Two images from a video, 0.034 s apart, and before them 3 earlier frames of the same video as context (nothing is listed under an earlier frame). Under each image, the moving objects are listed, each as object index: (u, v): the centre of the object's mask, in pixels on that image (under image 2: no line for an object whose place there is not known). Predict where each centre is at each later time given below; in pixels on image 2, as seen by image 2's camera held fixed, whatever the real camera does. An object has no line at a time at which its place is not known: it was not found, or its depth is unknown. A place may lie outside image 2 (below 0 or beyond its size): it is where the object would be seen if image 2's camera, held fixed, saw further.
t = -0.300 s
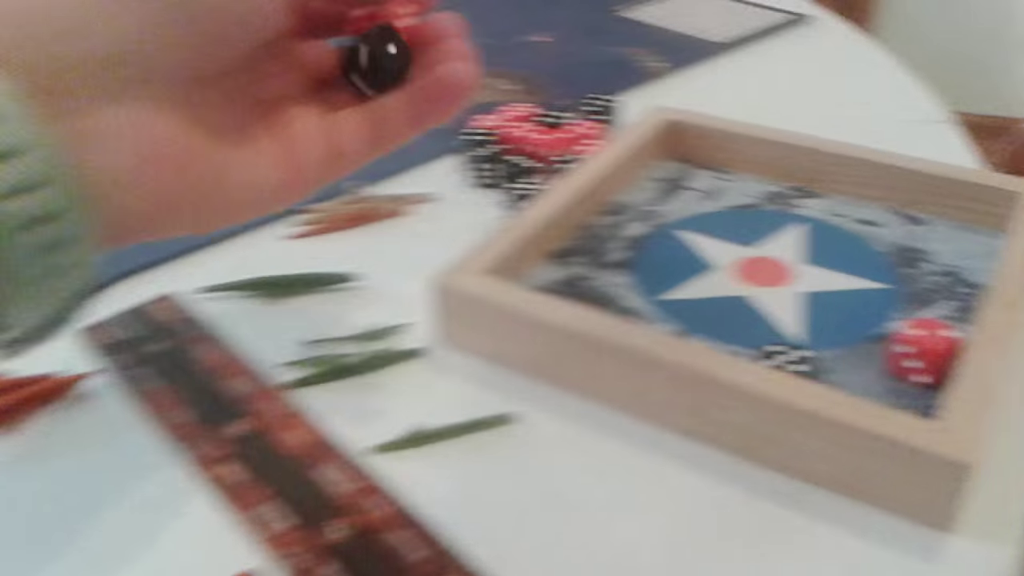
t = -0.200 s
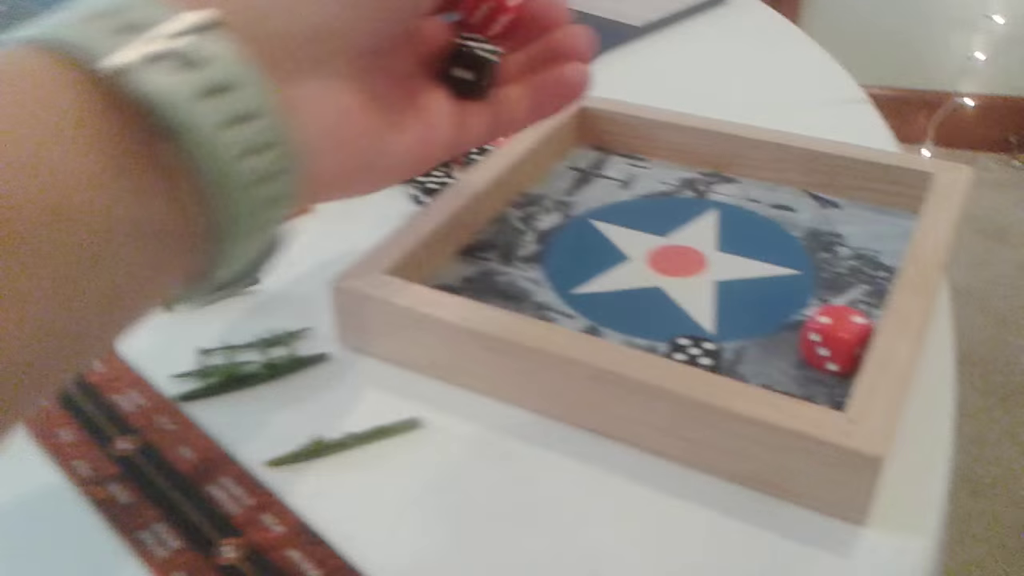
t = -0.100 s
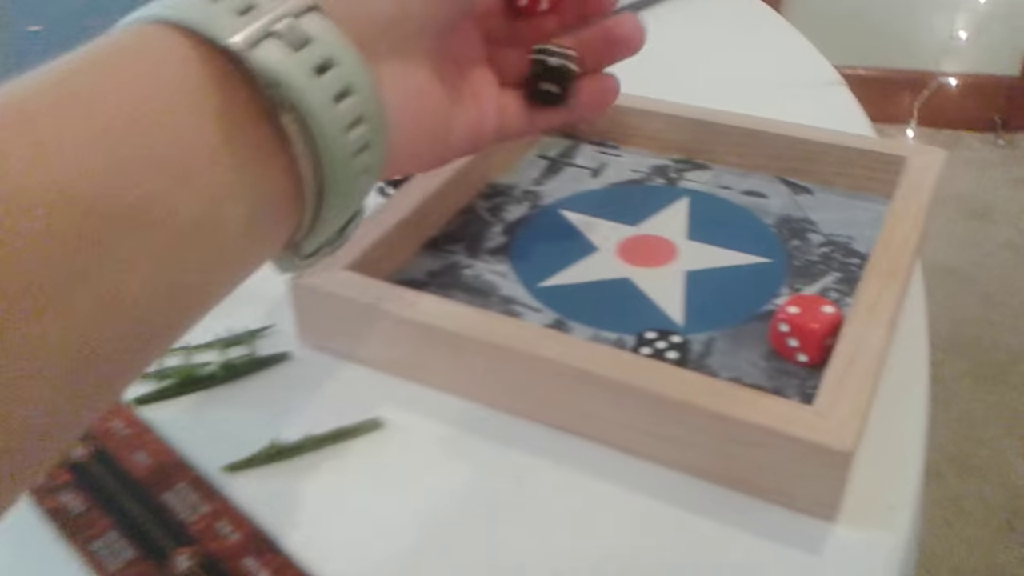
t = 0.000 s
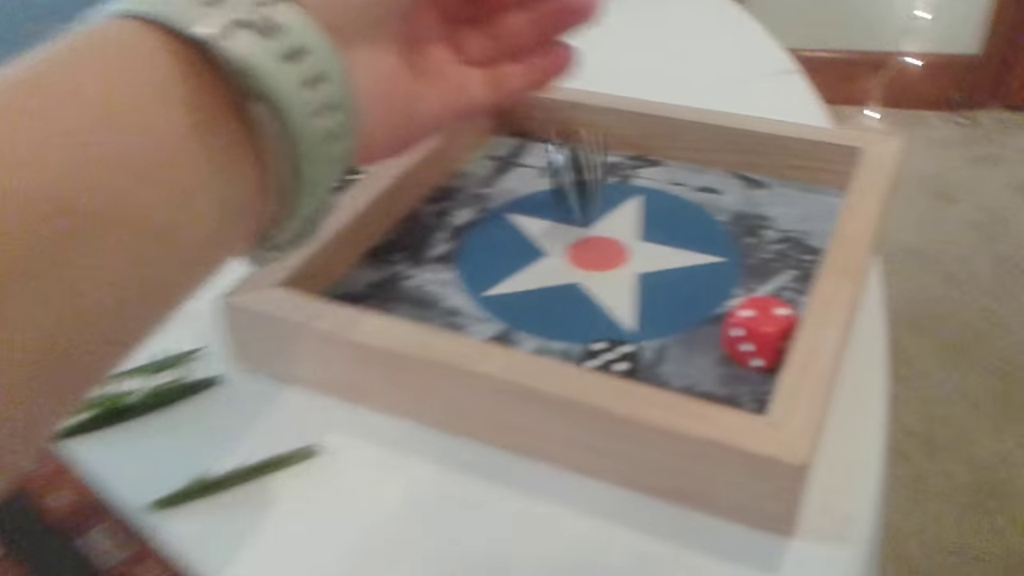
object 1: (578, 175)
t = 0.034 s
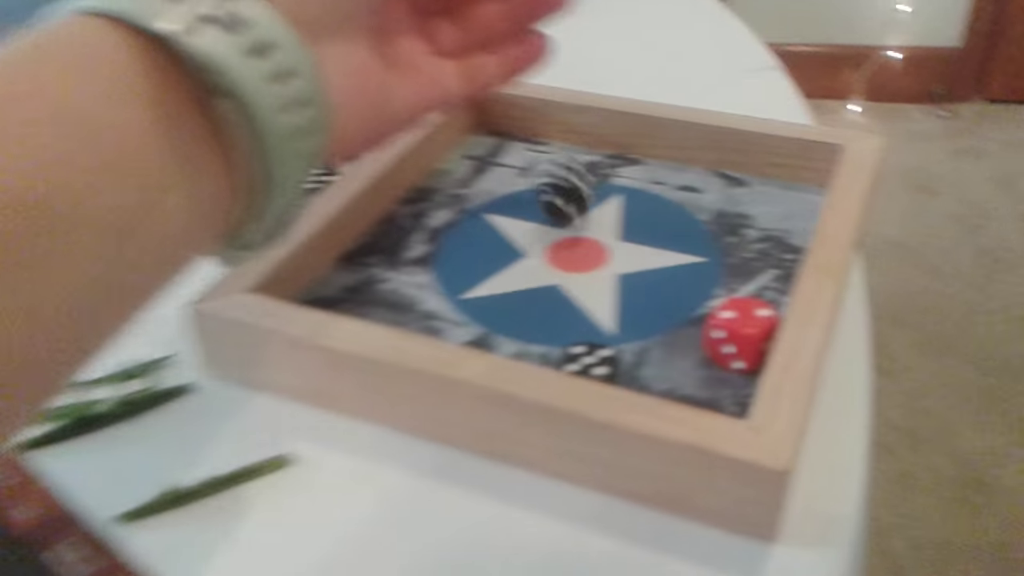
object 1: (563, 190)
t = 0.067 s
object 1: (564, 183)
